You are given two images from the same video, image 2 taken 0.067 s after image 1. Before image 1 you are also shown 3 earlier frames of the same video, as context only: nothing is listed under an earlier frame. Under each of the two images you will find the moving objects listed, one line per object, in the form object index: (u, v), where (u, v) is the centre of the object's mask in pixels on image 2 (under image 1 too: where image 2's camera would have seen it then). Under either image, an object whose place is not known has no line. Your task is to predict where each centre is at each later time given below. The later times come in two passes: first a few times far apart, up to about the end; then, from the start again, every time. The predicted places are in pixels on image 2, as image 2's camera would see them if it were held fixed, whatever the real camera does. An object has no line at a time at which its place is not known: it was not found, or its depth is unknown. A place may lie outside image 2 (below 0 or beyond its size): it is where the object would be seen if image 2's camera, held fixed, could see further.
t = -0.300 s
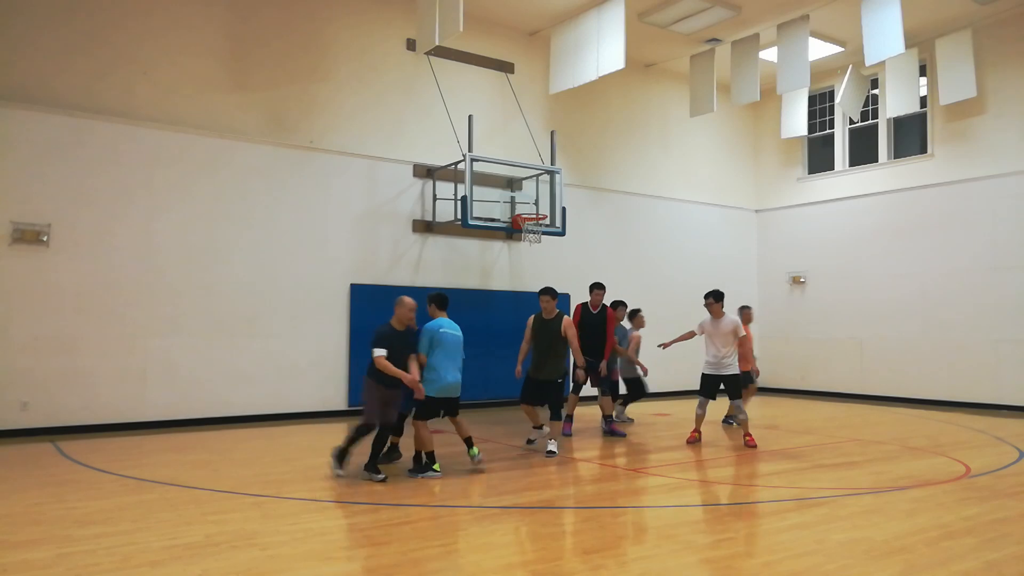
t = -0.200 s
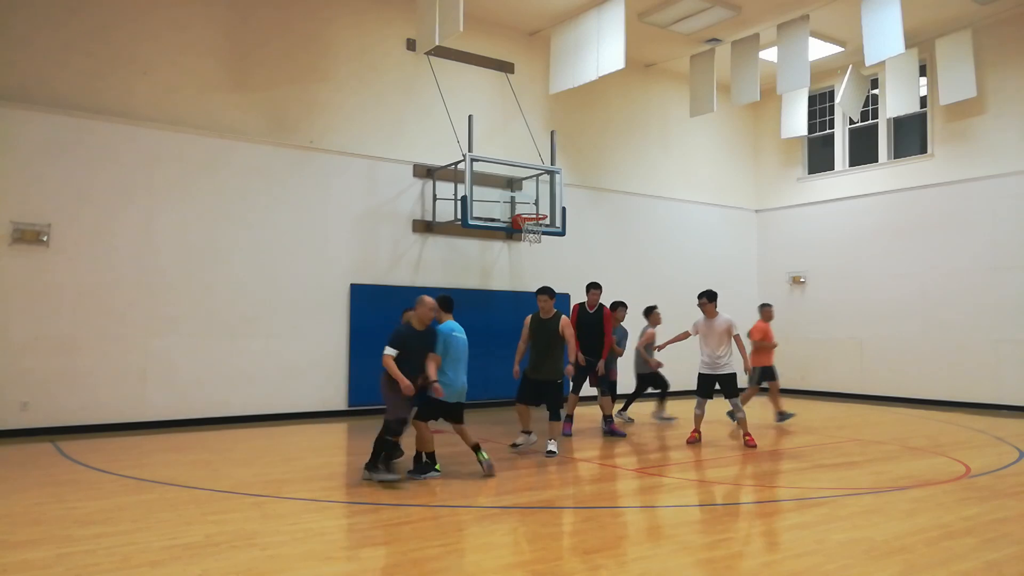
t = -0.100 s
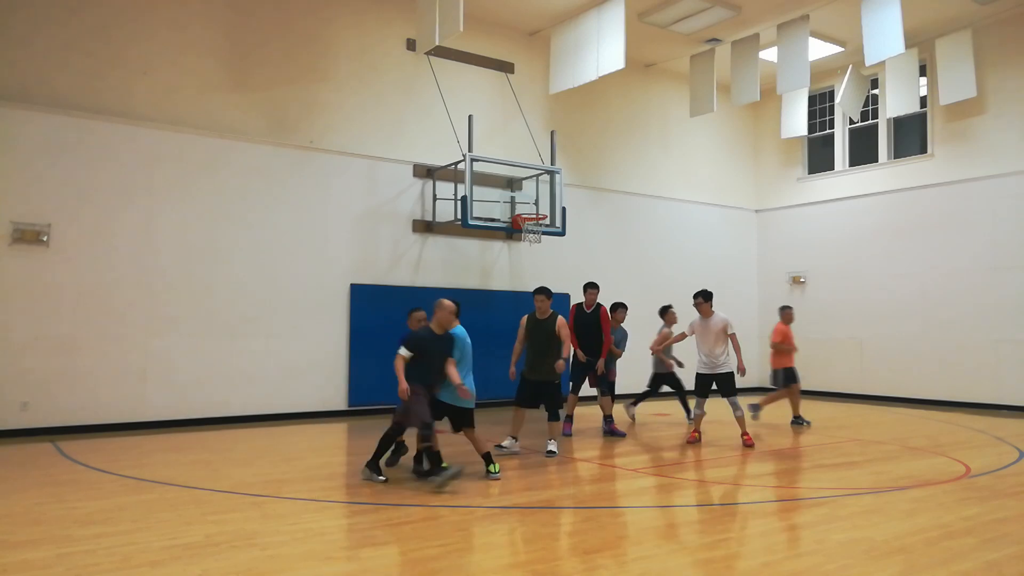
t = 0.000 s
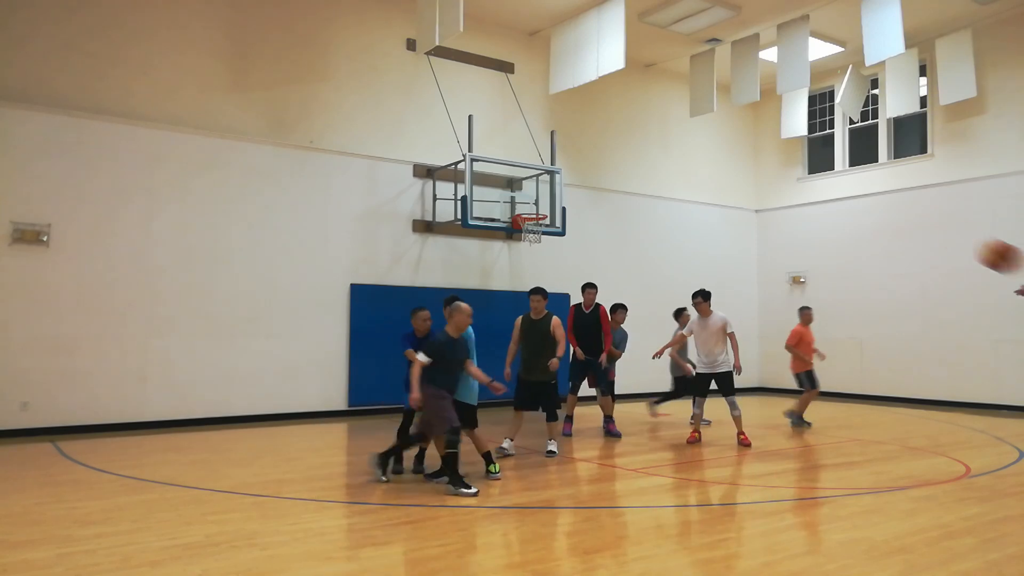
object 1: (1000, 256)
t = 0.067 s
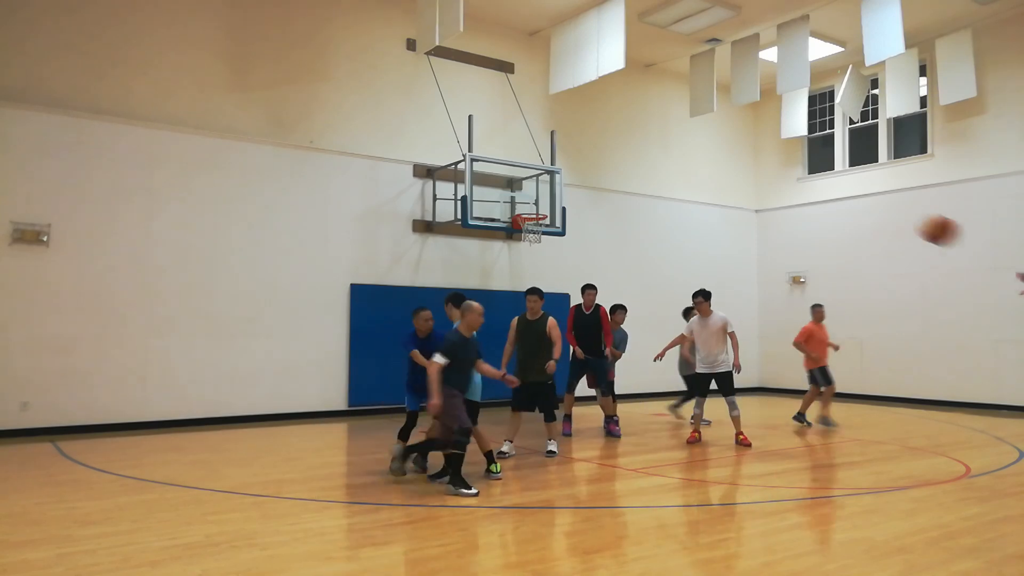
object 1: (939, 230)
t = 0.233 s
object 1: (811, 196)
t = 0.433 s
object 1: (695, 197)
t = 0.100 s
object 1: (912, 220)
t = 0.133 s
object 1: (884, 212)
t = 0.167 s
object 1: (858, 205)
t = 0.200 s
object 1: (833, 200)
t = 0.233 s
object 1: (811, 196)
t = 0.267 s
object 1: (789, 193)
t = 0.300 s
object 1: (768, 191)
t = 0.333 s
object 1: (750, 191)
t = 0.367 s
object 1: (730, 192)
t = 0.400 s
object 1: (712, 194)
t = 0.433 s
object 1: (695, 197)
